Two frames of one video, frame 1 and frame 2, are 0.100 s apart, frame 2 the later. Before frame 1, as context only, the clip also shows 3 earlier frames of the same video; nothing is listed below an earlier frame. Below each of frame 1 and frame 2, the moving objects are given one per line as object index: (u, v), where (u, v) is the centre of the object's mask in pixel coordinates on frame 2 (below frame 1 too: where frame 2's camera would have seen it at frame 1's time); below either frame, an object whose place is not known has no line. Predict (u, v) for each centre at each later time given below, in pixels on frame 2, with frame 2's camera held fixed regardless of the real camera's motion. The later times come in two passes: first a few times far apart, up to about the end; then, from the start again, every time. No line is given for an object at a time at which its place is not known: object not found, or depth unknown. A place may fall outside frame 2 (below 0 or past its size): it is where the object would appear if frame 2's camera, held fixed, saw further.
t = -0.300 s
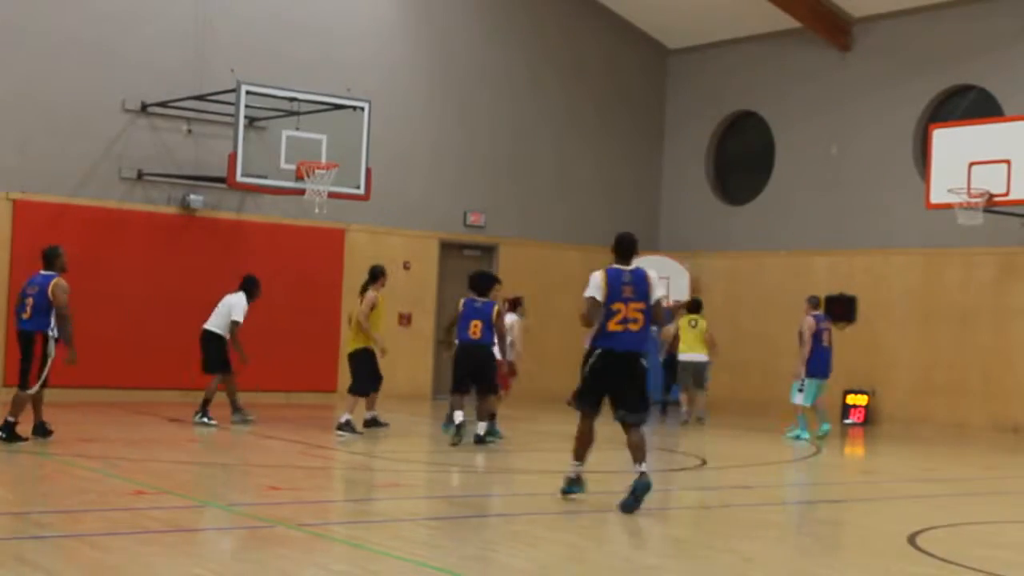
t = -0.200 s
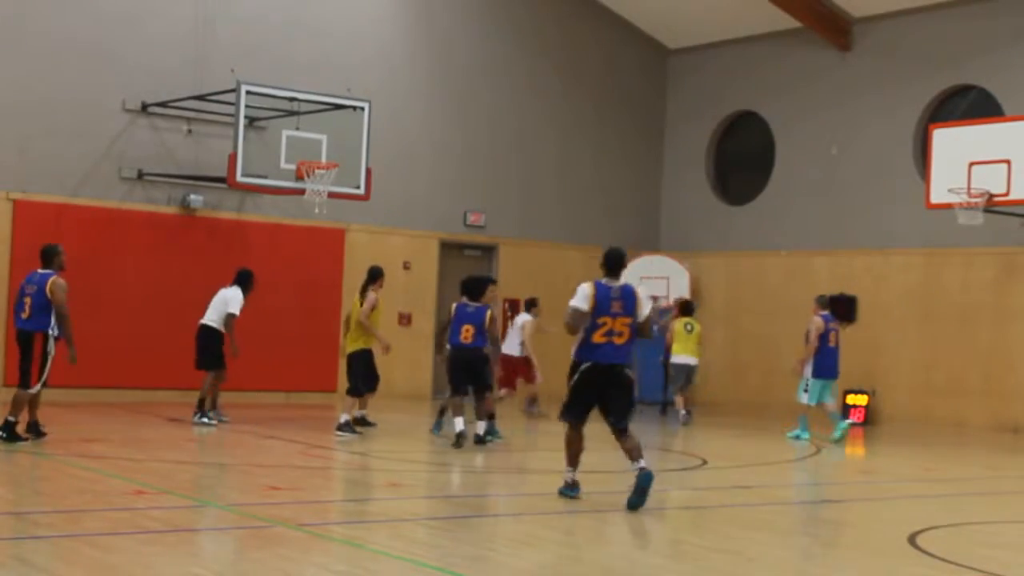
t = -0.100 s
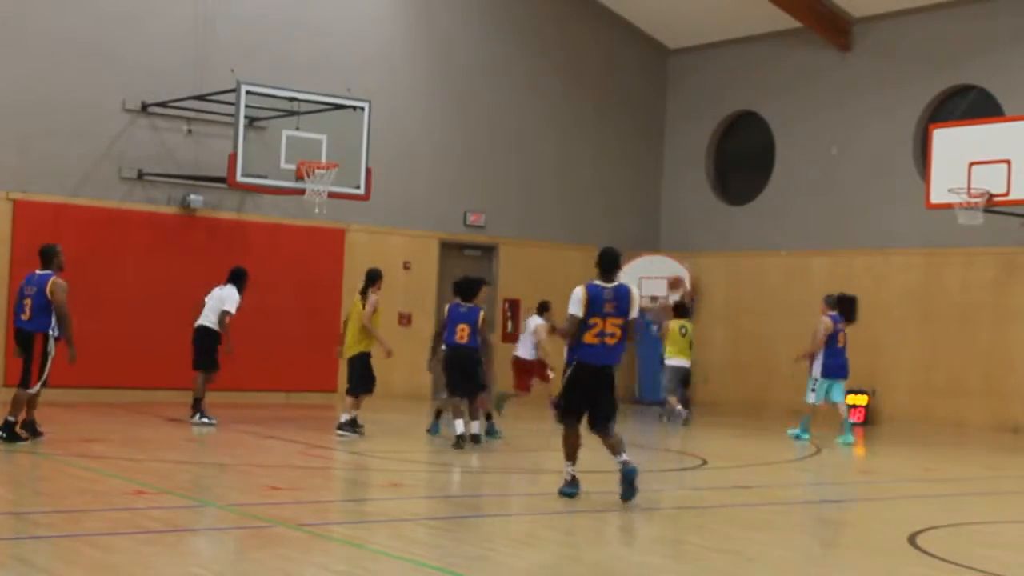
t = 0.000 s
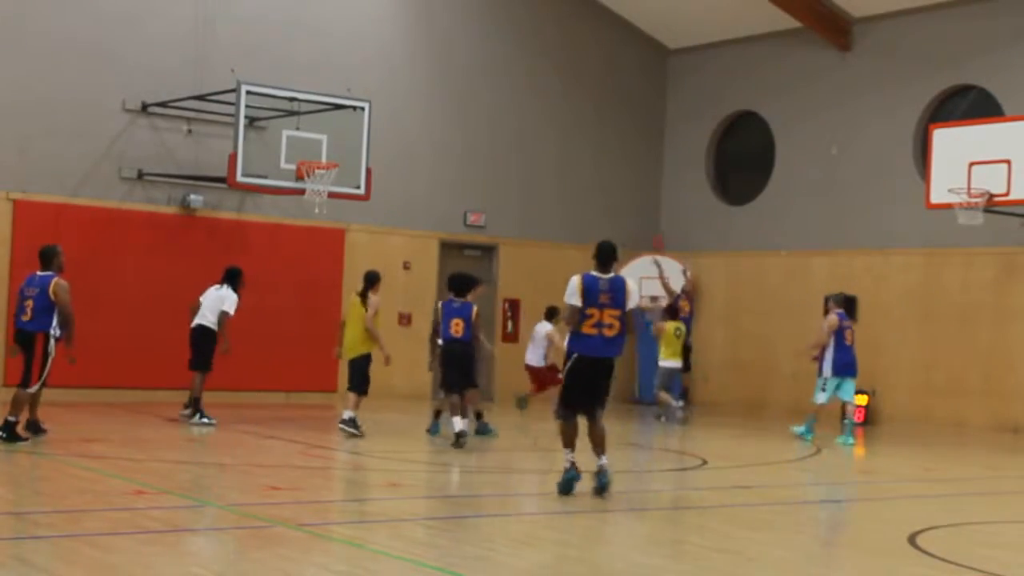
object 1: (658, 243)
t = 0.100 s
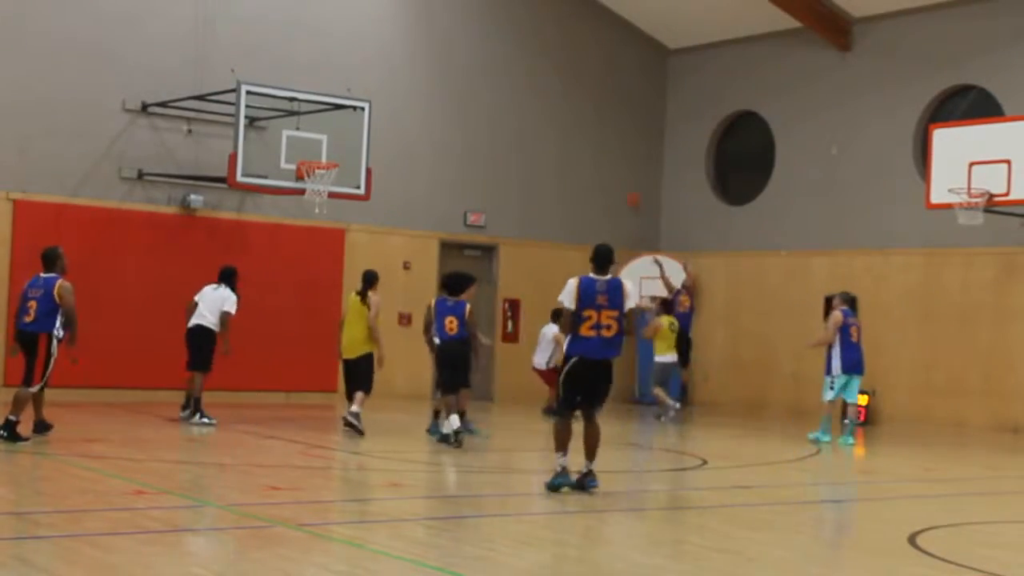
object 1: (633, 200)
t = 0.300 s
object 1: (584, 130)
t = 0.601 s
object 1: (499, 76)
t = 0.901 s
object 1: (407, 86)
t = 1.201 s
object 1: (311, 166)
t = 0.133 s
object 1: (626, 186)
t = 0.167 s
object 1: (620, 174)
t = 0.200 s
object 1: (606, 162)
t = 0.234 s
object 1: (601, 151)
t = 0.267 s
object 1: (592, 141)
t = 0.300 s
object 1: (584, 130)
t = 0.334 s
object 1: (575, 122)
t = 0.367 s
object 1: (566, 115)
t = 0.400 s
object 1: (557, 108)
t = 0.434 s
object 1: (547, 99)
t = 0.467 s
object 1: (538, 92)
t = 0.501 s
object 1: (529, 88)
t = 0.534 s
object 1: (520, 85)
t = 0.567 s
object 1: (508, 77)
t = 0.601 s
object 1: (499, 76)
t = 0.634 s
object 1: (491, 73)
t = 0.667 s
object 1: (483, 72)
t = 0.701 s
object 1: (471, 72)
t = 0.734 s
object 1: (461, 72)
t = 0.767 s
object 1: (450, 73)
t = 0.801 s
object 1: (439, 74)
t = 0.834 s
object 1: (429, 77)
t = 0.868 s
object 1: (419, 82)
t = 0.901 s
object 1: (407, 86)
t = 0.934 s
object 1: (396, 91)
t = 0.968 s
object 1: (385, 97)
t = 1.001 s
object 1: (376, 105)
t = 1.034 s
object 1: (364, 112)
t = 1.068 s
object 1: (350, 122)
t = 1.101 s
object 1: (339, 131)
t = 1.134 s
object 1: (328, 142)
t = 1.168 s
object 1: (315, 153)
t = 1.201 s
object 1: (311, 166)
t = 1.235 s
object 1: (320, 170)
